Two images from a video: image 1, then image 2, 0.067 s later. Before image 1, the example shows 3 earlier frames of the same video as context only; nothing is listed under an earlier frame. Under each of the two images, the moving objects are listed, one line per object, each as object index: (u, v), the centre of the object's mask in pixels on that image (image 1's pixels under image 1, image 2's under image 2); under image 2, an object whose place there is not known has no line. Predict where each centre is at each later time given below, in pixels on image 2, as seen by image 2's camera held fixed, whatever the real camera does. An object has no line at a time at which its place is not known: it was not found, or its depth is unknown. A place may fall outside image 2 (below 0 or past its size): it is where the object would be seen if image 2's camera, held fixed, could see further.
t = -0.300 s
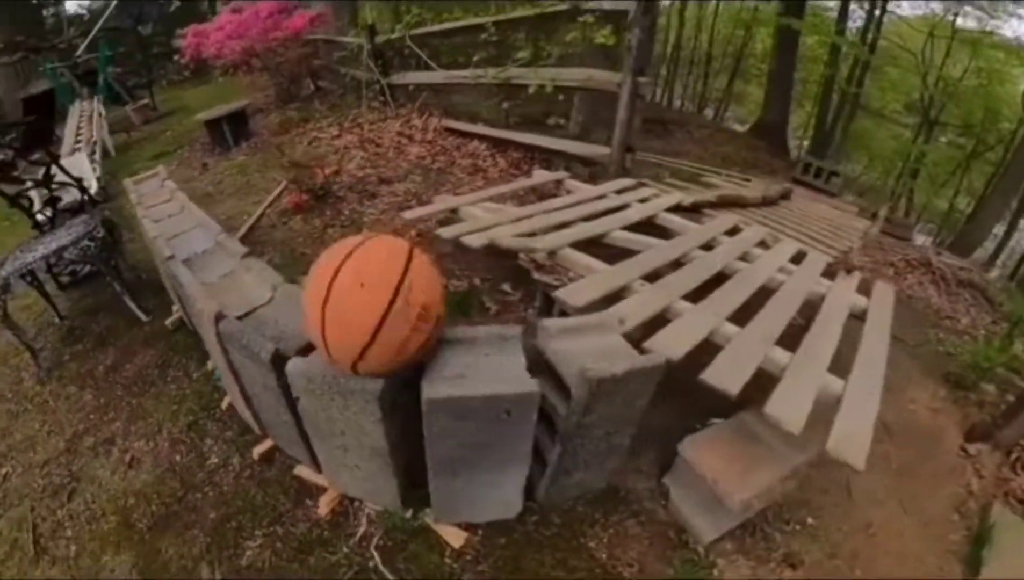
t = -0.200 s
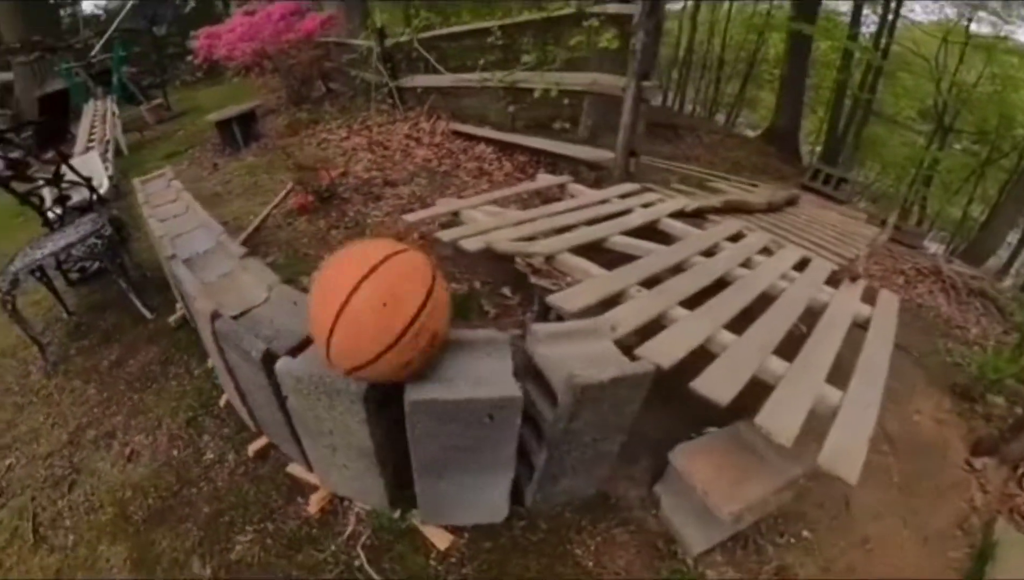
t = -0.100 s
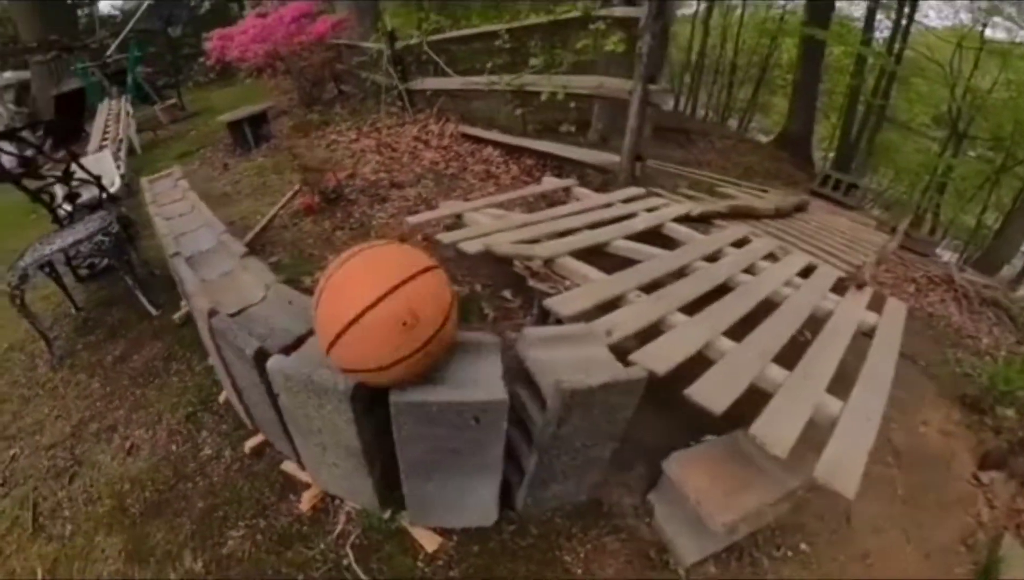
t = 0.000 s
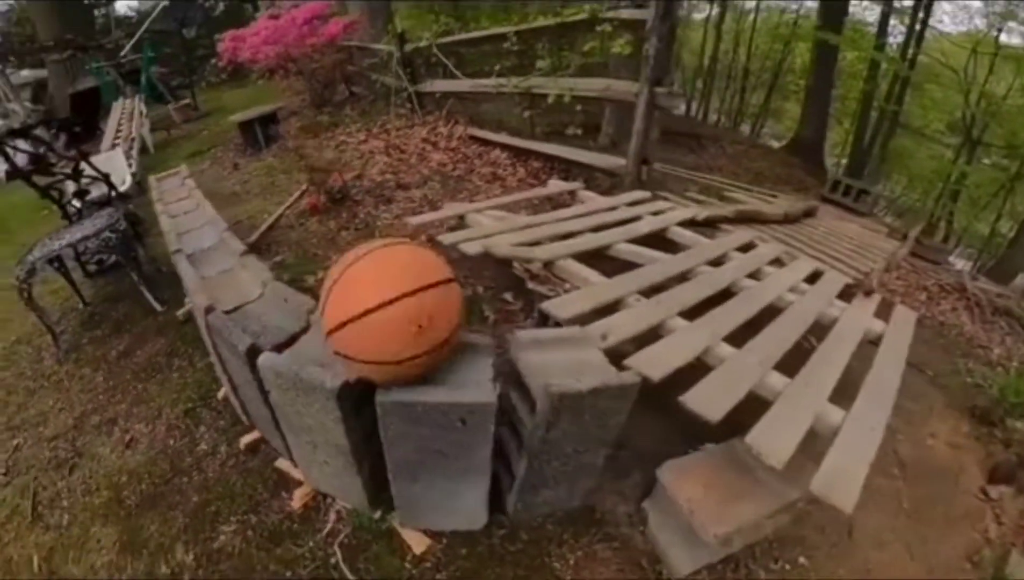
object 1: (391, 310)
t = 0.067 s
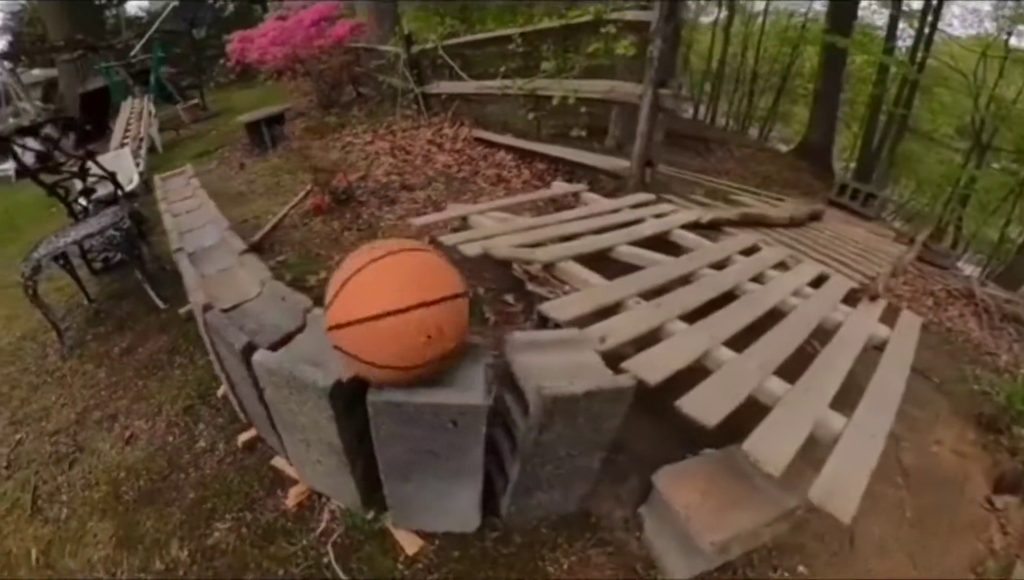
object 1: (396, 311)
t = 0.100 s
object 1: (400, 310)
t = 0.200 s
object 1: (416, 311)
